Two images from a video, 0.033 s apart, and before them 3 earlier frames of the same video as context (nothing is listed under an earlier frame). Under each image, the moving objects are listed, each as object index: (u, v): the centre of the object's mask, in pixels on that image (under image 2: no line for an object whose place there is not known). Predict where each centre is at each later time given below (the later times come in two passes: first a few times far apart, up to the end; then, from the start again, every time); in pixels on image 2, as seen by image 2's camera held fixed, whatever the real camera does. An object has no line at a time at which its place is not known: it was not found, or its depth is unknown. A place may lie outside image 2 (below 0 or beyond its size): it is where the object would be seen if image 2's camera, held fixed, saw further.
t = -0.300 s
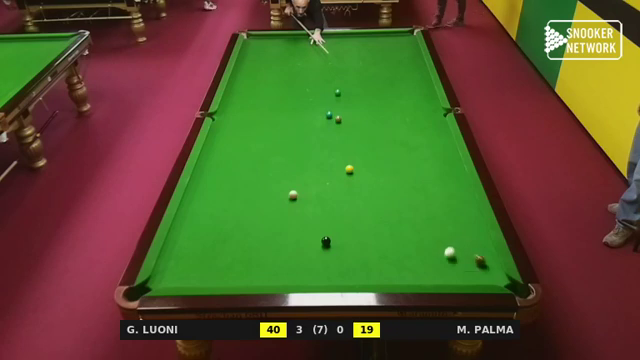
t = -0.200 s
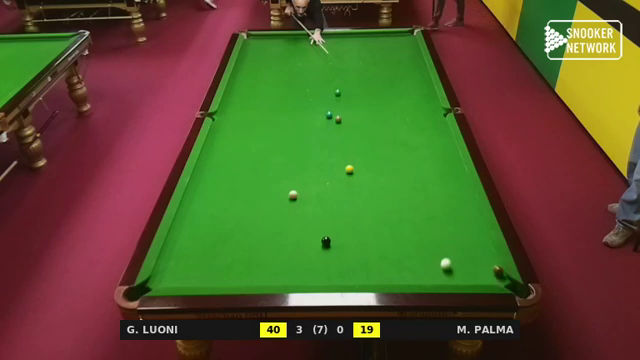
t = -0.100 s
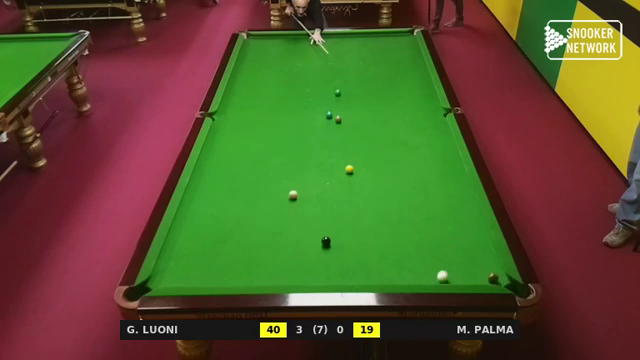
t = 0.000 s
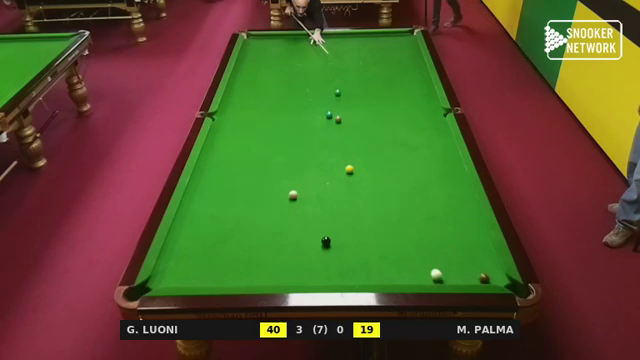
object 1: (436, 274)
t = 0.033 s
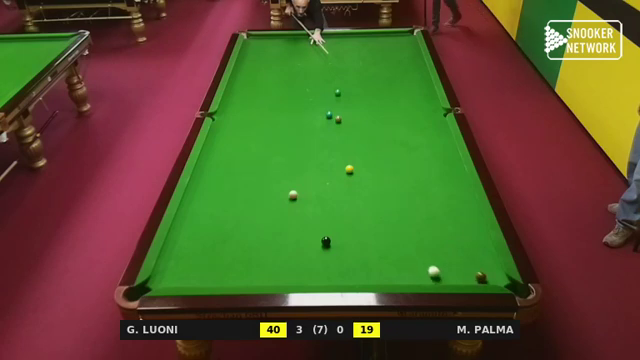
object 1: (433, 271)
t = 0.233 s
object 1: (420, 254)
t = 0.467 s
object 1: (405, 237)
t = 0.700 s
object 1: (393, 222)
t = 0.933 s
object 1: (381, 209)
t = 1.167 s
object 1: (371, 197)
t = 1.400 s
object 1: (362, 186)
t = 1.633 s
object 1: (354, 177)
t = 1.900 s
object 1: (348, 173)
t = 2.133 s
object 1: (344, 171)
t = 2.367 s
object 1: (341, 170)
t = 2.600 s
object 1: (339, 170)
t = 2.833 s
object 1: (338, 169)
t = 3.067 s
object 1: (338, 169)
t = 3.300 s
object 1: (338, 169)
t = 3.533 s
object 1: (338, 169)
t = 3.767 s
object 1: (337, 169)
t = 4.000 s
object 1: (337, 169)
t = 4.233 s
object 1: (337, 169)
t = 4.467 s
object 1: (337, 169)
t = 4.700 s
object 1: (337, 169)
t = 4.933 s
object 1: (337, 169)
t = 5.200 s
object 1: (337, 169)
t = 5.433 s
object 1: (337, 169)
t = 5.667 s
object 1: (337, 169)
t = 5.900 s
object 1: (337, 169)
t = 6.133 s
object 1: (337, 169)
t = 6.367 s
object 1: (337, 169)
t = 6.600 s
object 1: (337, 169)
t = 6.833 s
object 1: (337, 169)
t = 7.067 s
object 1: (337, 169)
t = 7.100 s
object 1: (337, 169)
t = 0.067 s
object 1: (431, 268)
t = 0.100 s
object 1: (429, 265)
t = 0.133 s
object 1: (426, 262)
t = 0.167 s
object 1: (424, 260)
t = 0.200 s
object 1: (422, 257)
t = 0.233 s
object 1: (420, 254)
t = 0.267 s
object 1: (418, 252)
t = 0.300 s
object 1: (416, 249)
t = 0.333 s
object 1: (413, 247)
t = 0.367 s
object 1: (411, 244)
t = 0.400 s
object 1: (409, 242)
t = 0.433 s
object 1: (407, 239)
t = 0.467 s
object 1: (405, 237)
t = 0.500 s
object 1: (404, 235)
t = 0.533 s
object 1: (402, 233)
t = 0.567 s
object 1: (400, 230)
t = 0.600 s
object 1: (398, 228)
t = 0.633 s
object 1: (396, 226)
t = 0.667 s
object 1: (394, 224)
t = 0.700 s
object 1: (393, 222)
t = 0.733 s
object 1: (391, 220)
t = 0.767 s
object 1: (389, 218)
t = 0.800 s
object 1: (388, 216)
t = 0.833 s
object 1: (386, 214)
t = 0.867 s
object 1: (385, 212)
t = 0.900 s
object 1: (383, 210)
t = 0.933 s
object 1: (381, 209)
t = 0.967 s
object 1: (380, 207)
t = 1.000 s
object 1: (378, 205)
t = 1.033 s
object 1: (377, 203)
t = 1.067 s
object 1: (376, 202)
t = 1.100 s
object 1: (374, 200)
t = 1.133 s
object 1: (373, 198)
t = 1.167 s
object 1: (371, 197)
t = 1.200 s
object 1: (370, 195)
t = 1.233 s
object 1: (369, 194)
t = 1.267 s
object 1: (367, 192)
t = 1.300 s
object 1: (366, 191)
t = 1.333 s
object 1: (364, 189)
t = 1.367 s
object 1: (363, 188)
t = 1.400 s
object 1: (362, 186)
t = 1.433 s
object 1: (361, 185)
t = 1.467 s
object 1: (360, 183)
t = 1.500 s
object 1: (358, 182)
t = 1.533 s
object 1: (357, 181)
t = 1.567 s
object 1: (356, 179)
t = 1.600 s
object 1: (355, 178)
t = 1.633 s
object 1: (354, 177)
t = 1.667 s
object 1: (353, 175)
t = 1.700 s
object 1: (351, 174)
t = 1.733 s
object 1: (351, 173)
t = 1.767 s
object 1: (350, 173)
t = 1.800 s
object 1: (349, 173)
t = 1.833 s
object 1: (349, 173)
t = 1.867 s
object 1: (348, 173)
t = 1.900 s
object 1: (348, 173)
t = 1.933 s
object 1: (347, 172)
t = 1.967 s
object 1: (347, 172)
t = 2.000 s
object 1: (346, 172)
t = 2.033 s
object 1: (345, 172)
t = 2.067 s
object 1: (345, 172)
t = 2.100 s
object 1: (345, 172)
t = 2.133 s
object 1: (344, 171)
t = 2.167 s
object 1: (344, 171)
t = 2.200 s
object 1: (343, 171)
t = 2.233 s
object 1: (343, 171)
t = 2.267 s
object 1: (342, 171)
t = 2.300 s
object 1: (342, 171)
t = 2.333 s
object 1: (342, 171)
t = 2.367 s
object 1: (341, 170)
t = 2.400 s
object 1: (341, 170)
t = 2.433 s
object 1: (341, 170)
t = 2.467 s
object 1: (340, 170)
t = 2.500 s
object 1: (340, 170)
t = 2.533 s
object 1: (340, 170)
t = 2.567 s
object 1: (340, 170)
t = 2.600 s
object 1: (339, 170)
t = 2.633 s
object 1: (339, 170)
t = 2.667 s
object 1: (339, 170)
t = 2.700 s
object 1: (339, 170)
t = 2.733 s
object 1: (339, 170)
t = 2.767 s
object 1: (338, 170)
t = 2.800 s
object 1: (338, 170)
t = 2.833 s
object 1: (338, 169)
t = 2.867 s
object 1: (338, 170)
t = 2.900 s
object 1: (338, 169)
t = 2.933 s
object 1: (338, 169)
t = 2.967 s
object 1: (338, 169)
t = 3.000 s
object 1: (338, 169)
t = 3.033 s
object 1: (338, 169)
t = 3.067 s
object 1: (338, 169)
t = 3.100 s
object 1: (338, 169)
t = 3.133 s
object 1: (338, 169)
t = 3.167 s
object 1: (338, 169)
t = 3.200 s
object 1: (337, 169)
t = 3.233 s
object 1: (338, 169)
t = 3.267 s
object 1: (338, 169)
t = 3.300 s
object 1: (338, 169)
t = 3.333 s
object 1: (338, 169)
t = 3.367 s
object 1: (338, 169)
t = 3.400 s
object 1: (338, 169)
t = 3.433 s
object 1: (338, 169)
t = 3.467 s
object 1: (338, 169)
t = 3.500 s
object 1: (338, 169)
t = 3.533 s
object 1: (338, 169)
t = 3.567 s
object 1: (338, 169)
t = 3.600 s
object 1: (338, 169)
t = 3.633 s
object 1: (338, 169)
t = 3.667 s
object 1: (338, 169)
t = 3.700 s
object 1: (337, 169)
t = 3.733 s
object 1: (337, 169)
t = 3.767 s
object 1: (337, 169)
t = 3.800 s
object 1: (338, 169)
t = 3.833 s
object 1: (338, 169)
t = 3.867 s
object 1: (337, 169)
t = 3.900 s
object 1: (337, 169)
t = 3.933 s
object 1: (337, 169)
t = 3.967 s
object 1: (338, 169)
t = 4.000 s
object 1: (337, 169)
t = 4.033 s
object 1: (337, 169)
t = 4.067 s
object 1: (337, 169)
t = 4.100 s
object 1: (337, 169)
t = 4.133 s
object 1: (338, 169)
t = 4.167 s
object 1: (337, 169)
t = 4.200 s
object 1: (337, 169)
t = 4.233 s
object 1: (337, 169)
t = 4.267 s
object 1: (338, 169)
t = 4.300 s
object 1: (337, 169)
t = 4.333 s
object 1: (337, 169)
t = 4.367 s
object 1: (337, 169)
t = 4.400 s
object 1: (337, 169)
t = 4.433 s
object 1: (337, 169)
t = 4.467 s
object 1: (337, 169)
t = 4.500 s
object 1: (337, 169)
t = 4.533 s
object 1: (337, 169)
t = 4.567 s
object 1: (337, 169)
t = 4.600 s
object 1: (337, 169)
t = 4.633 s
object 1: (337, 169)
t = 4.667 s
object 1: (337, 169)
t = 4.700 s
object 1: (337, 169)
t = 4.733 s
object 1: (337, 169)
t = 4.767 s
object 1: (337, 169)
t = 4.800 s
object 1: (337, 169)
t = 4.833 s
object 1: (337, 169)
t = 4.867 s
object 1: (337, 169)
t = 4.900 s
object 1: (337, 169)
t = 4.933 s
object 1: (337, 169)
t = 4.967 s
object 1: (337, 169)
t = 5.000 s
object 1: (337, 169)
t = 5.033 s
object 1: (337, 169)
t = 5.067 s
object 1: (337, 169)
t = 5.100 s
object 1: (337, 169)
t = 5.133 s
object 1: (337, 169)
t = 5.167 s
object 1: (337, 169)
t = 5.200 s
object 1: (337, 169)
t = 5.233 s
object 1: (337, 169)
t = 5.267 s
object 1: (337, 169)
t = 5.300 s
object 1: (337, 169)
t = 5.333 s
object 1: (337, 169)
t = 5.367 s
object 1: (337, 169)
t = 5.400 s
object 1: (337, 169)
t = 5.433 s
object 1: (337, 169)
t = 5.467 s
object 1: (337, 169)
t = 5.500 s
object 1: (337, 169)
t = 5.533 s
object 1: (337, 169)
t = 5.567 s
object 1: (337, 169)
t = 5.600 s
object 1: (337, 169)
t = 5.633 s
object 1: (337, 169)
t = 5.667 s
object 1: (337, 169)
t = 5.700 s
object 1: (337, 169)
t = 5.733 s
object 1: (337, 169)
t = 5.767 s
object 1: (337, 169)
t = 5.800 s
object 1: (337, 169)
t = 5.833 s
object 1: (337, 169)
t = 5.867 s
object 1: (337, 169)
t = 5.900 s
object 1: (337, 169)
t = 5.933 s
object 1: (337, 169)
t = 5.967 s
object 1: (337, 169)
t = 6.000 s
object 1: (337, 169)
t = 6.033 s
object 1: (337, 169)
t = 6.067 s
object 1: (337, 169)
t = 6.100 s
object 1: (337, 169)
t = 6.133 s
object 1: (337, 169)
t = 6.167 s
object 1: (337, 169)
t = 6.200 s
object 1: (337, 169)
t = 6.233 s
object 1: (337, 169)
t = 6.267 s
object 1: (337, 169)
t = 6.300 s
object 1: (337, 169)
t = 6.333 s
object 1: (337, 169)
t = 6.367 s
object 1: (337, 169)
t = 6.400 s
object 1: (337, 169)
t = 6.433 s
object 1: (337, 169)
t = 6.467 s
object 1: (337, 169)
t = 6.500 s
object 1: (337, 169)
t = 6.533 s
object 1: (337, 169)
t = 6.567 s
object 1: (337, 169)
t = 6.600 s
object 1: (337, 169)
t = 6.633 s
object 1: (337, 169)
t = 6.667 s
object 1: (337, 169)
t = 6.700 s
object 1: (337, 169)
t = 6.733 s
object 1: (337, 169)
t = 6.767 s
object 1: (337, 169)
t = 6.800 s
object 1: (337, 169)
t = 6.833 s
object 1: (337, 169)
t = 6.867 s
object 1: (337, 169)
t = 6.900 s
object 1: (337, 169)
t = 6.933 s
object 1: (337, 169)
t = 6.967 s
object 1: (337, 169)
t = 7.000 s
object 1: (337, 169)
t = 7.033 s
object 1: (337, 169)
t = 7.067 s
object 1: (337, 169)
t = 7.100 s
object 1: (337, 169)
